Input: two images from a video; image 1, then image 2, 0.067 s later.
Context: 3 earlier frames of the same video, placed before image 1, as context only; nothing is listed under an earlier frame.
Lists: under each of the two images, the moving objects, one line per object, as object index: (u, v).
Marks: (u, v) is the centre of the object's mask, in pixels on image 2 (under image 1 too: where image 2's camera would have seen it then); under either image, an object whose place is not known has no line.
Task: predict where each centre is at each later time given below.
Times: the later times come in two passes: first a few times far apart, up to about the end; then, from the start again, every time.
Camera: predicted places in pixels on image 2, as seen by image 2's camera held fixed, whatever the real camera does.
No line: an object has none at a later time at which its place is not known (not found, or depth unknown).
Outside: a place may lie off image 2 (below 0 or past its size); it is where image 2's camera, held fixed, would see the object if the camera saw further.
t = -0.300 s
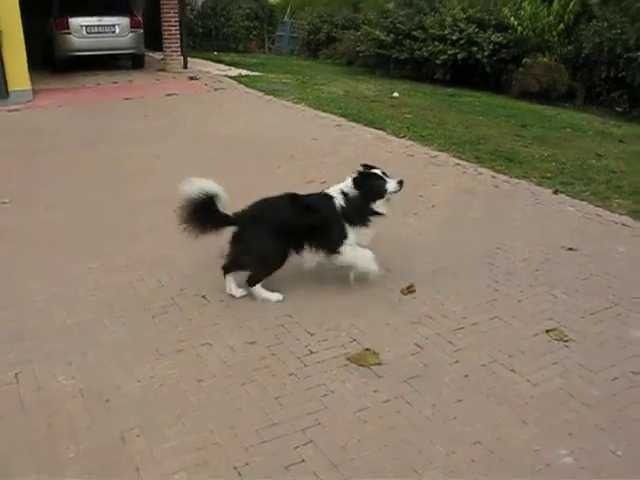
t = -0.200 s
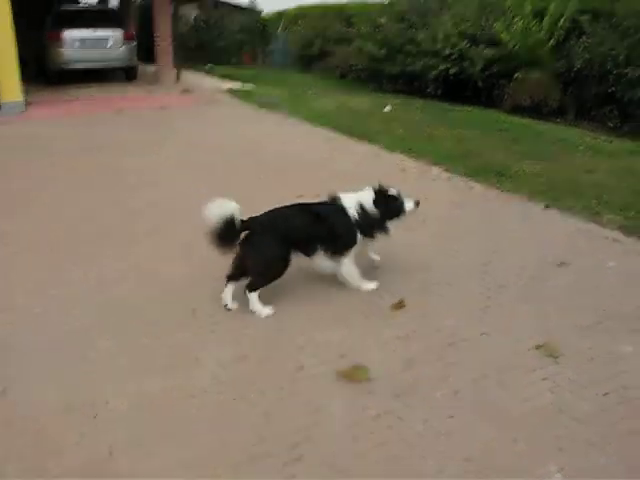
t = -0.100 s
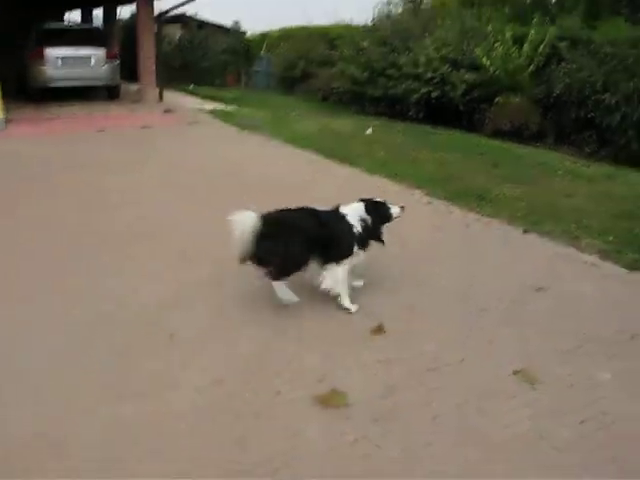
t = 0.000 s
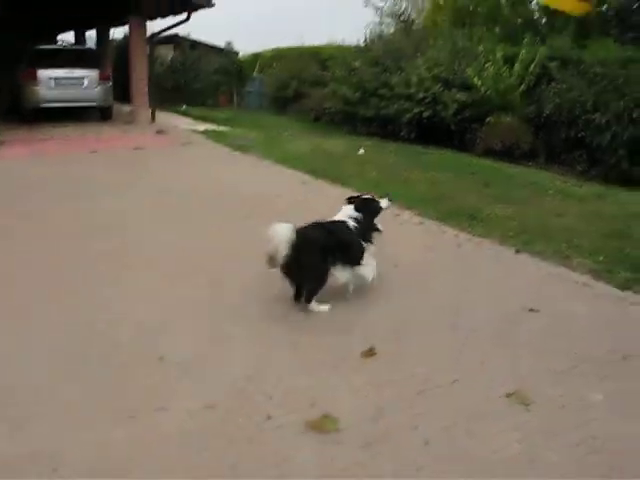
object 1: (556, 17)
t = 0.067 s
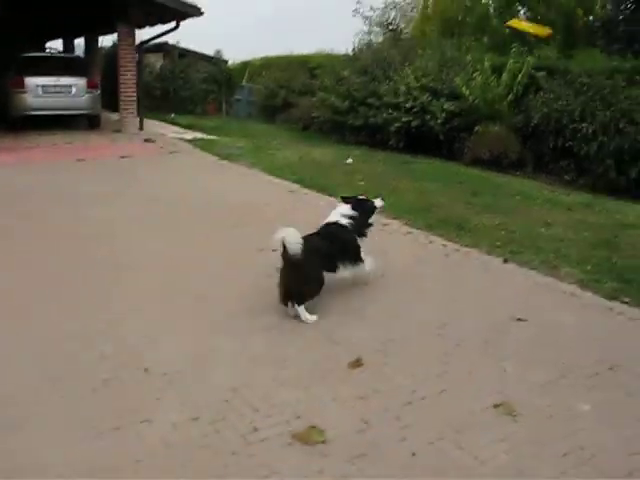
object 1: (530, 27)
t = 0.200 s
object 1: (499, 50)
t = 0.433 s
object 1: (478, 90)
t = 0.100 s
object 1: (520, 33)
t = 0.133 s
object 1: (511, 39)
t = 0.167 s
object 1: (504, 45)
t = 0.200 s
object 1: (499, 50)
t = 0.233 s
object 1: (493, 57)
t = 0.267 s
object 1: (489, 62)
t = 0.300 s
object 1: (486, 68)
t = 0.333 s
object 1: (483, 74)
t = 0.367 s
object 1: (481, 80)
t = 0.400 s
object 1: (478, 85)
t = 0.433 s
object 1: (478, 90)
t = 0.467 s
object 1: (476, 95)
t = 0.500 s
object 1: (476, 100)
